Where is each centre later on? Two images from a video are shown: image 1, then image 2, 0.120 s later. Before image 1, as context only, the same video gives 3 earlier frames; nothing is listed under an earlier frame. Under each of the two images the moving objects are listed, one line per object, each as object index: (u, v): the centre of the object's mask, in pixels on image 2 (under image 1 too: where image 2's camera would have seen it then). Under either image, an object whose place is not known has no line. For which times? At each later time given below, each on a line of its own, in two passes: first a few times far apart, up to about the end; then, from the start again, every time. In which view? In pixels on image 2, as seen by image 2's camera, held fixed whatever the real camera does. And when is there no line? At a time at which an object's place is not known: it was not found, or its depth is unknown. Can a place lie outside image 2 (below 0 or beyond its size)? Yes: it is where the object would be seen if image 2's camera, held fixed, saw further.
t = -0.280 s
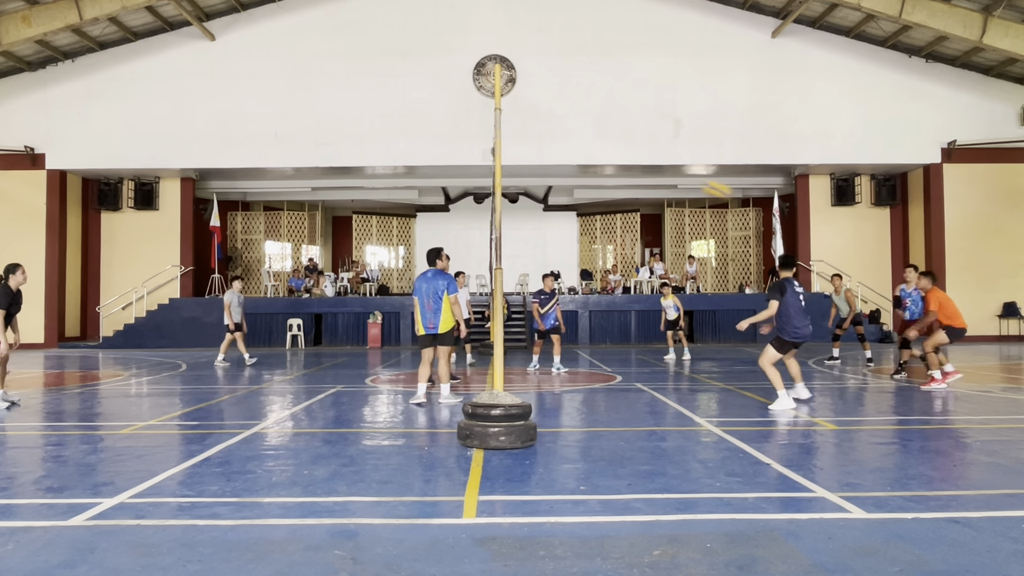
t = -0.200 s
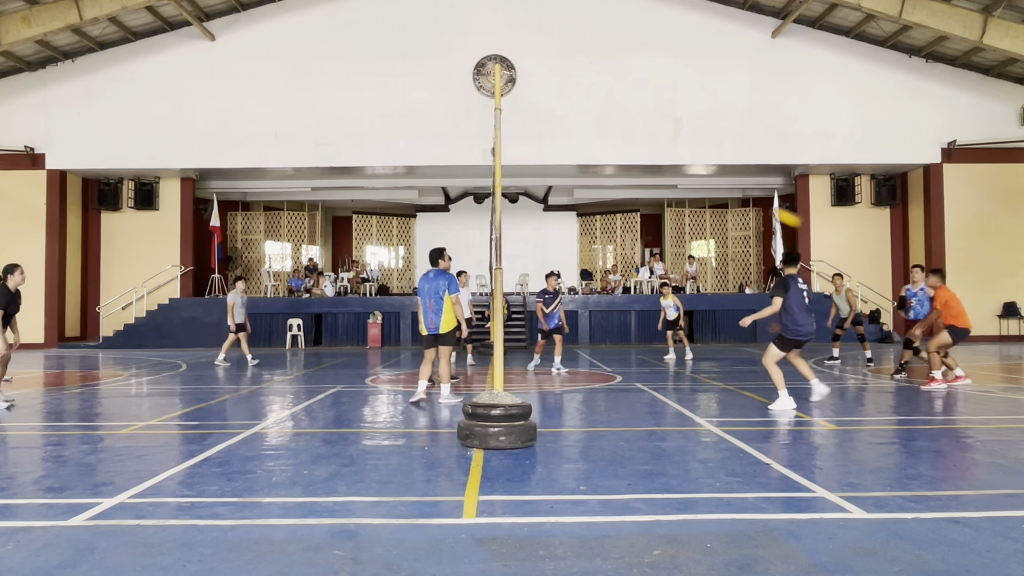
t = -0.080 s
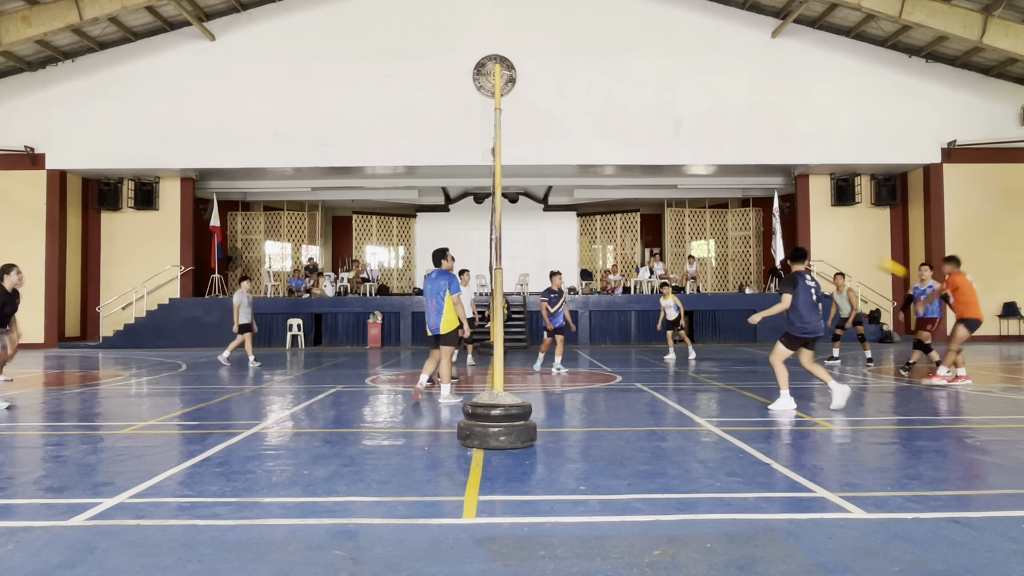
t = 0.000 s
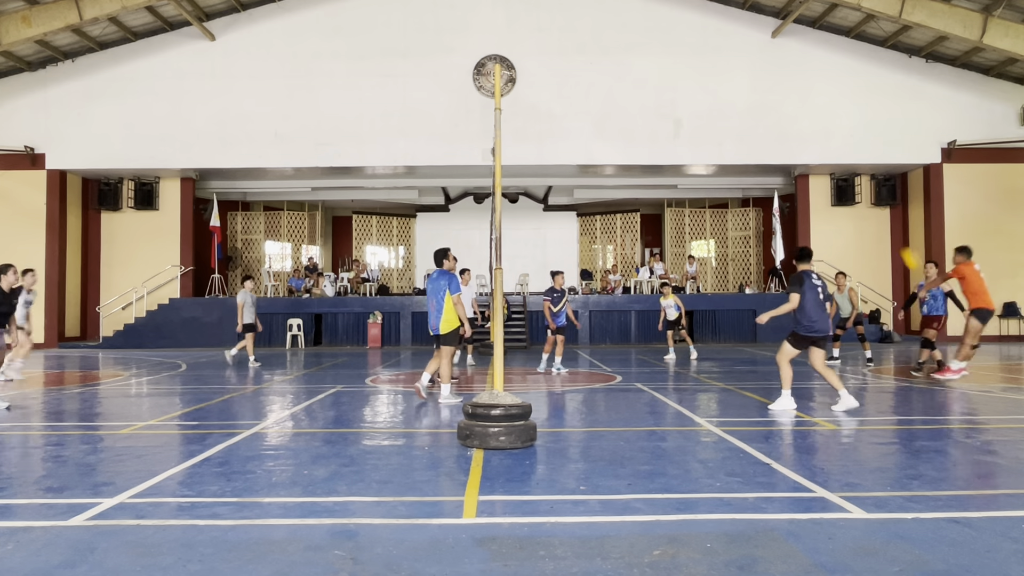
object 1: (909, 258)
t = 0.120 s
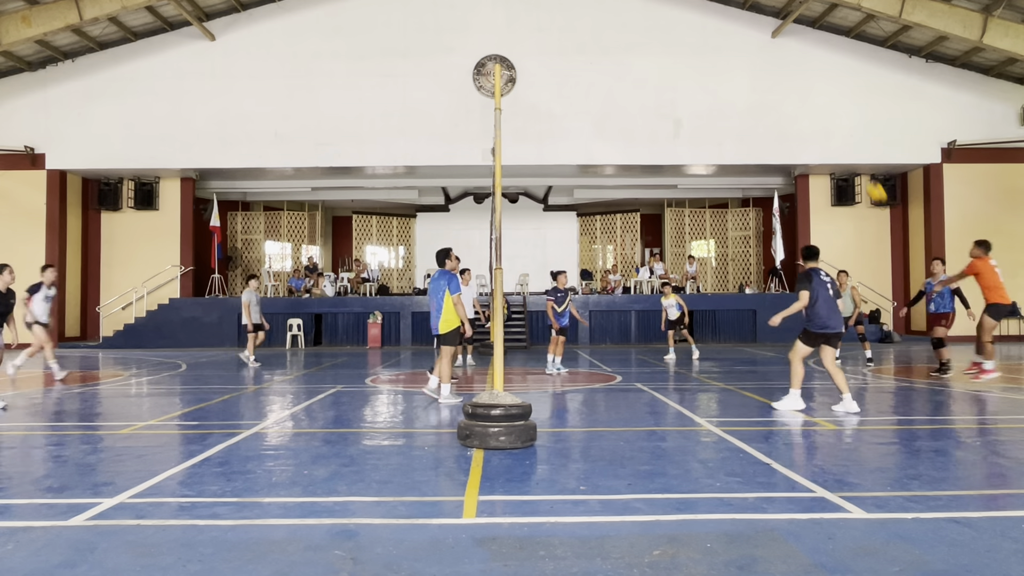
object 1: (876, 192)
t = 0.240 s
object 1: (844, 141)
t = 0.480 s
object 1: (791, 77)
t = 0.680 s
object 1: (753, 57)
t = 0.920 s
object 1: (714, 65)
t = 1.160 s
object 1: (679, 103)
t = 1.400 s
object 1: (649, 167)
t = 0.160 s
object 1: (866, 173)
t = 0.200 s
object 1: (854, 156)
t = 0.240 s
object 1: (844, 141)
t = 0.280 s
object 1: (835, 127)
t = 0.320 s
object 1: (825, 114)
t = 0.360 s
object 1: (817, 103)
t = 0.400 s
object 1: (808, 93)
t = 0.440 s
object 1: (799, 84)
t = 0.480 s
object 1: (791, 77)
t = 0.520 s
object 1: (783, 71)
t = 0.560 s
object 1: (776, 66)
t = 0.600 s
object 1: (768, 62)
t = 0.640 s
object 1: (761, 59)
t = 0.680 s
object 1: (753, 57)
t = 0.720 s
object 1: (747, 56)
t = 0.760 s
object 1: (740, 56)
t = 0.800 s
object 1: (733, 56)
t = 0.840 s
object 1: (726, 58)
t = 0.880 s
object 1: (720, 61)
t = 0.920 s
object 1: (714, 65)
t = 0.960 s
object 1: (708, 69)
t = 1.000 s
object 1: (701, 74)
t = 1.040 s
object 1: (696, 80)
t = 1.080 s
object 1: (690, 87)
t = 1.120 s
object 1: (684, 94)
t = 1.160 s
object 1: (679, 103)
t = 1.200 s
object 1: (673, 112)
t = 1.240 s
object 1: (668, 122)
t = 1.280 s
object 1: (664, 132)
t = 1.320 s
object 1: (659, 143)
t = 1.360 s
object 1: (654, 155)
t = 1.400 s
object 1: (649, 167)
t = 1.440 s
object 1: (645, 180)
